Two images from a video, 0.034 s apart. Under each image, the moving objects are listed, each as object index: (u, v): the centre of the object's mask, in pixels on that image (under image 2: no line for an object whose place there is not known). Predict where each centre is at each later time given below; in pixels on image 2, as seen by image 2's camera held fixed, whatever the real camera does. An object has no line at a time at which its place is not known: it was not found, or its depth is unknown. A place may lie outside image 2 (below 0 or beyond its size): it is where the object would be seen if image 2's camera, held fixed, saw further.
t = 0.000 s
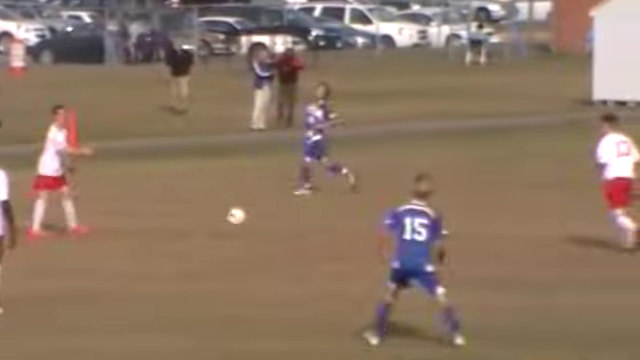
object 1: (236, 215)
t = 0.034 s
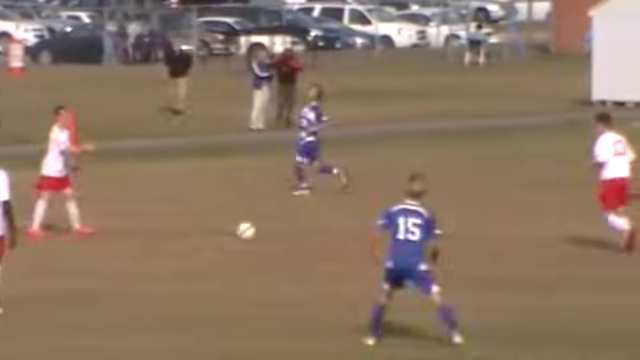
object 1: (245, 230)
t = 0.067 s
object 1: (258, 228)
